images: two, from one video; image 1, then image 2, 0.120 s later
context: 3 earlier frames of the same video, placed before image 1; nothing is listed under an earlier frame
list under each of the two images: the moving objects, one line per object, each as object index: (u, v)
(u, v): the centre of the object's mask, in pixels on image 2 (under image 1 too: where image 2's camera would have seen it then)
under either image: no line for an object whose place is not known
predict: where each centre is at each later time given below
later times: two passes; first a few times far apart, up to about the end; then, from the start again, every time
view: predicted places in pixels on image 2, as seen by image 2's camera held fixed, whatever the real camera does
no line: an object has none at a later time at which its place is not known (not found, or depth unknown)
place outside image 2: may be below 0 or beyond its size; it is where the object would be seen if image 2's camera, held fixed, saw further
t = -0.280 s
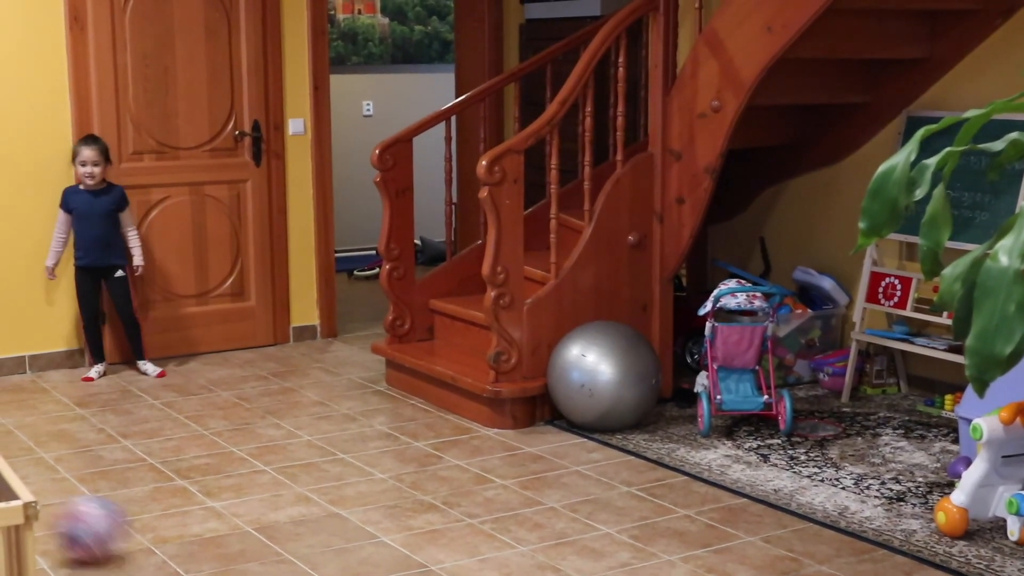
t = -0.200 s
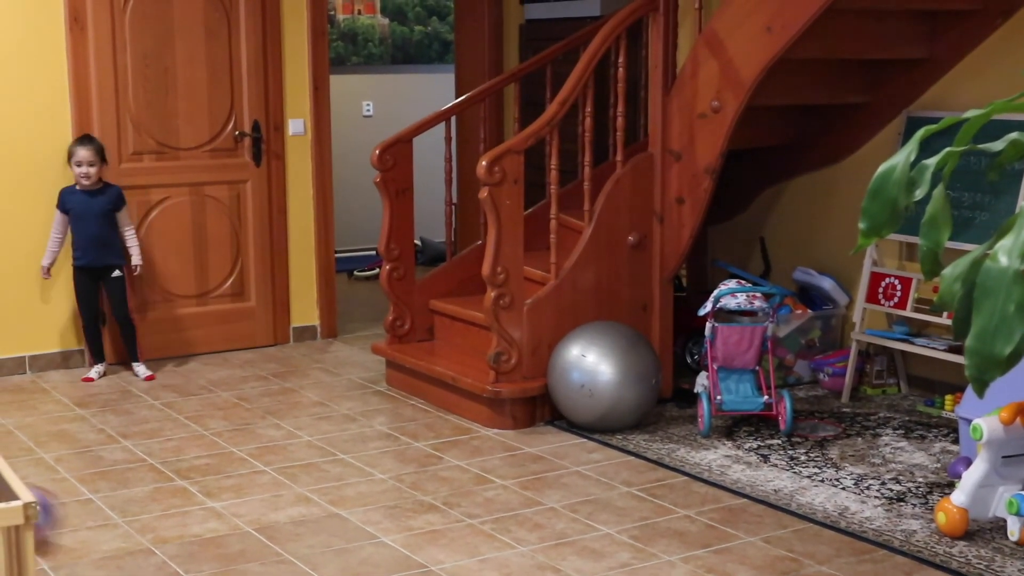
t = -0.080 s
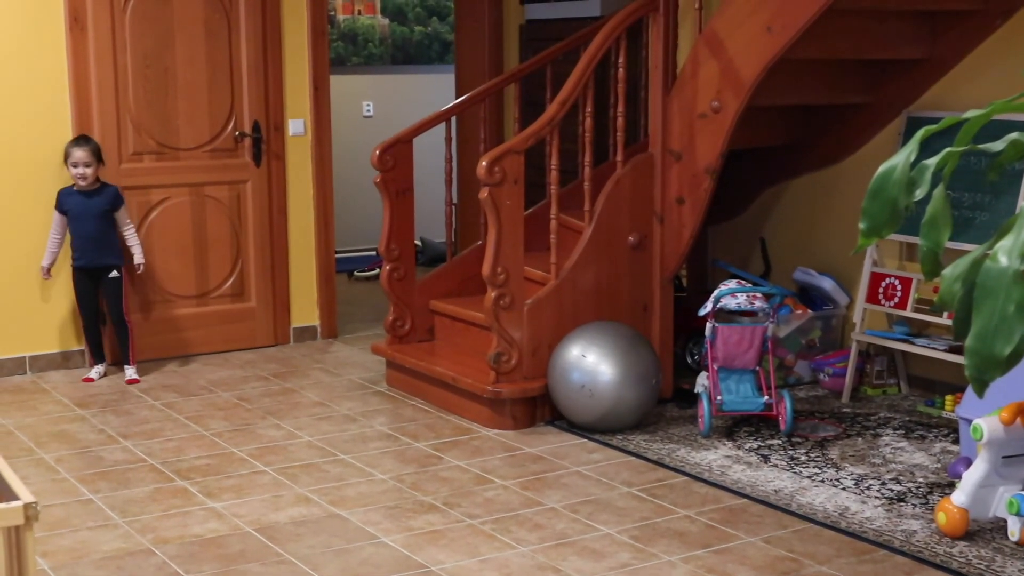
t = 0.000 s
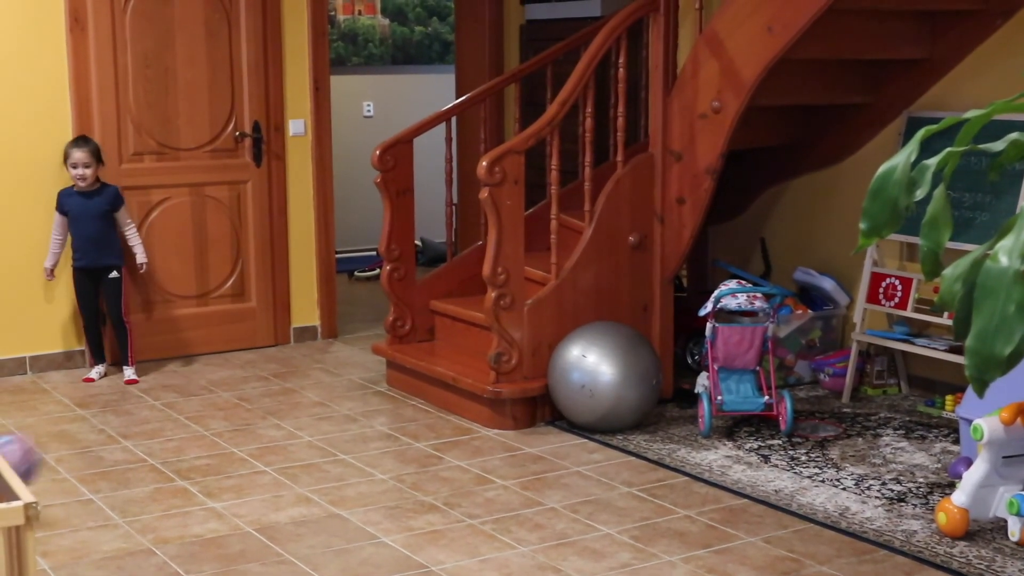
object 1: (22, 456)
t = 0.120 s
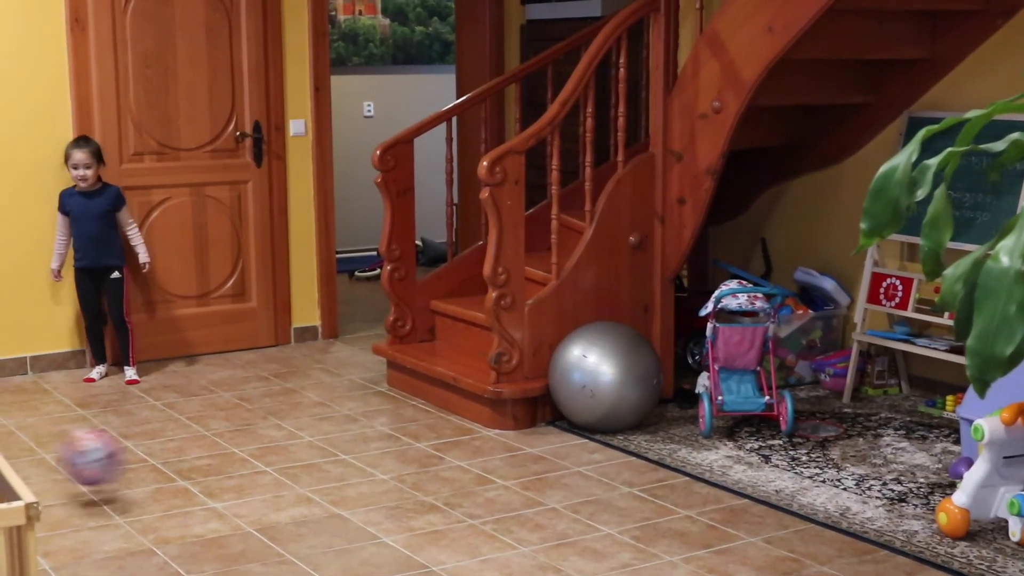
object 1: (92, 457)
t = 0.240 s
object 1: (152, 453)
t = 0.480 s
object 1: (218, 436)
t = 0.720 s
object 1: (267, 422)
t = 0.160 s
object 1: (120, 467)
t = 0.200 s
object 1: (141, 467)
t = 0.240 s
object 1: (152, 453)
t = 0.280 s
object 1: (165, 445)
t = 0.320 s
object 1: (176, 442)
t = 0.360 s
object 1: (188, 444)
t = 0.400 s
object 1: (200, 450)
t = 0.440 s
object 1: (210, 445)
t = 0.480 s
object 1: (218, 436)
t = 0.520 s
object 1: (227, 433)
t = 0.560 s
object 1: (235, 432)
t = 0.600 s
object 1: (244, 436)
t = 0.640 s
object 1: (252, 428)
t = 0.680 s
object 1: (260, 423)
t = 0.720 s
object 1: (267, 422)
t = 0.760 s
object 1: (275, 424)
